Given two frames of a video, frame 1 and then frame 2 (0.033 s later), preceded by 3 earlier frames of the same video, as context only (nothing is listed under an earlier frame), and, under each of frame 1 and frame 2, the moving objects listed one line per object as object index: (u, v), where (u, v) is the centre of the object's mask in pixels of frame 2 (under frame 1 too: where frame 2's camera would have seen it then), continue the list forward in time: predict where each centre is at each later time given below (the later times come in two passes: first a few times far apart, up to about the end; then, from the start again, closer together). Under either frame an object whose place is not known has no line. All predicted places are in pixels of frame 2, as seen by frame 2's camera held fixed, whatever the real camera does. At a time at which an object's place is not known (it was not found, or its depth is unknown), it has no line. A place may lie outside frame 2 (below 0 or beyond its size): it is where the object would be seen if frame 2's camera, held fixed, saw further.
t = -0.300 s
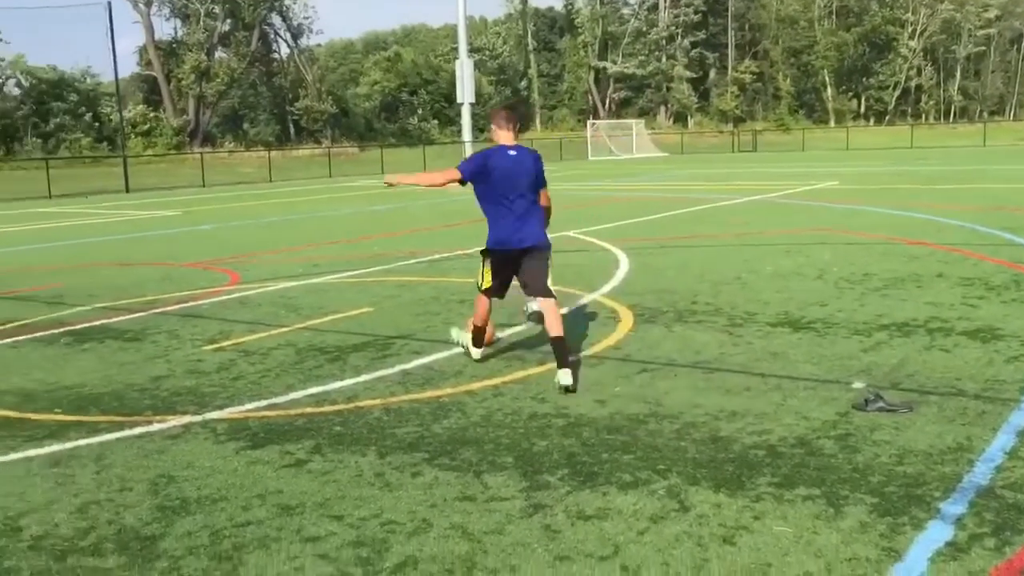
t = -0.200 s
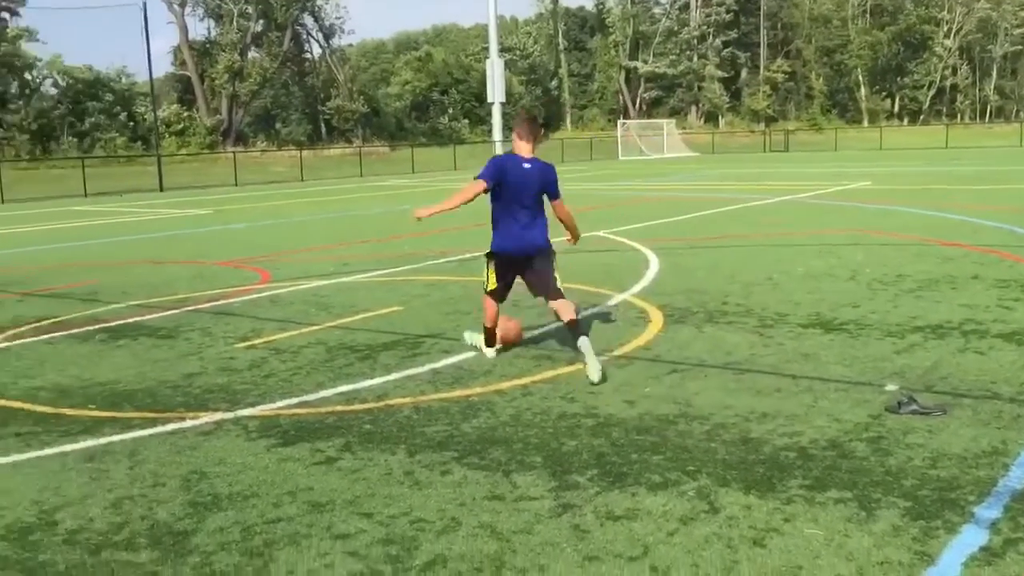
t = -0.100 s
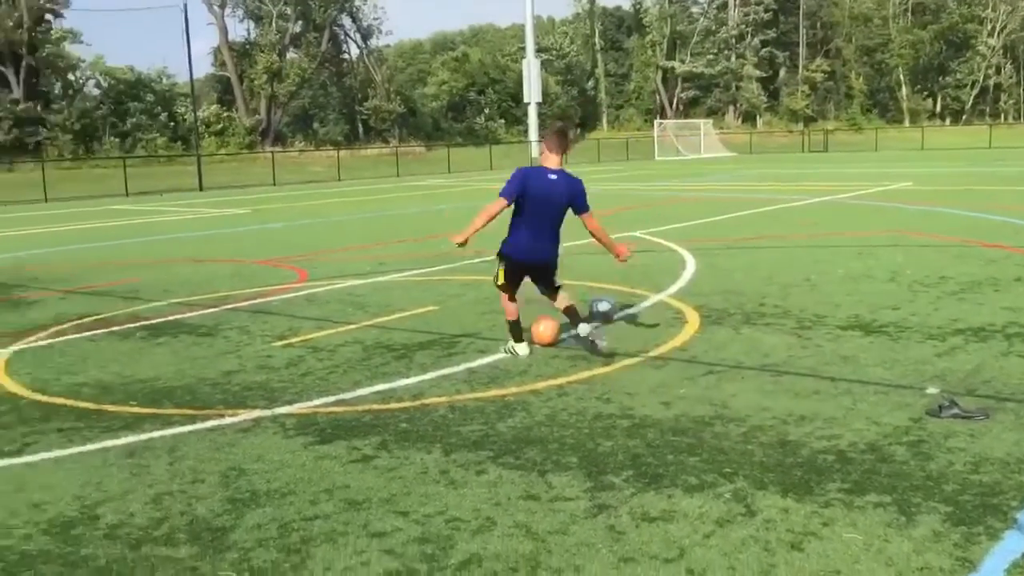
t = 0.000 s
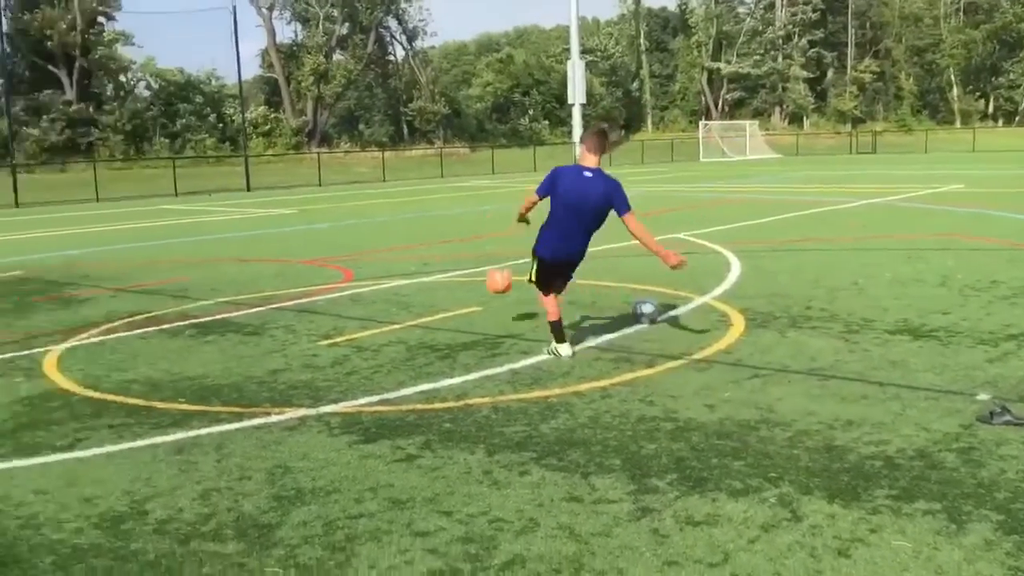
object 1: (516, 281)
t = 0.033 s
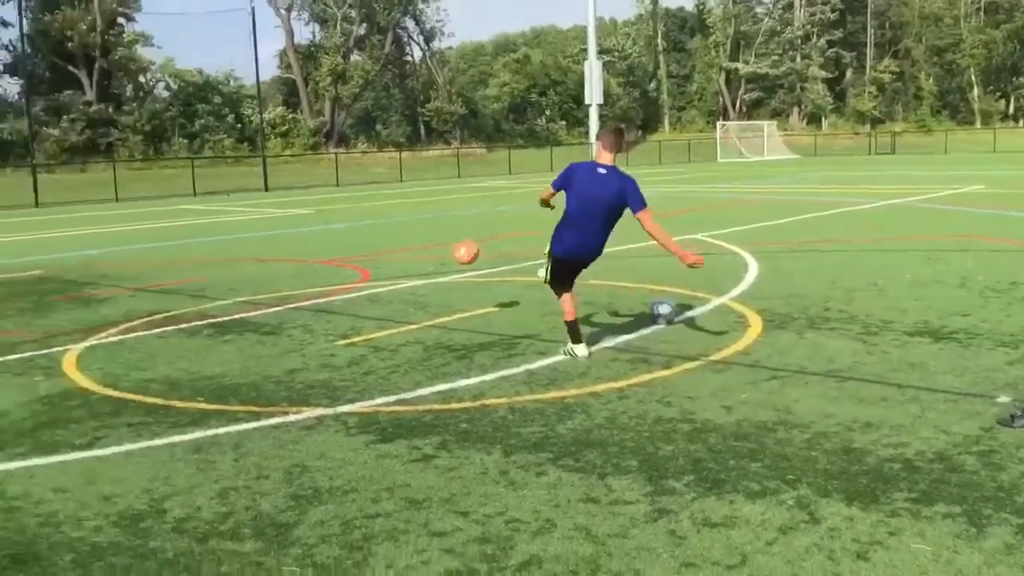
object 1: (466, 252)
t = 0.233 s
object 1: (241, 146)
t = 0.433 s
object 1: (93, 112)
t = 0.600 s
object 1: (2, 113)
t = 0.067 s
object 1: (419, 227)
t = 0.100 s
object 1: (376, 204)
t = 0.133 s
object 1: (339, 187)
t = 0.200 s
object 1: (270, 158)
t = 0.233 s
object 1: (241, 146)
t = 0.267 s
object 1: (213, 136)
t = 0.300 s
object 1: (186, 128)
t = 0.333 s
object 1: (161, 123)
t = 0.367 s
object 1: (137, 118)
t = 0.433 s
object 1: (93, 112)
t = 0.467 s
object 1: (77, 112)
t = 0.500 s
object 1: (54, 110)
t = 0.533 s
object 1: (38, 109)
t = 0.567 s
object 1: (19, 111)
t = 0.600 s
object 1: (2, 113)
